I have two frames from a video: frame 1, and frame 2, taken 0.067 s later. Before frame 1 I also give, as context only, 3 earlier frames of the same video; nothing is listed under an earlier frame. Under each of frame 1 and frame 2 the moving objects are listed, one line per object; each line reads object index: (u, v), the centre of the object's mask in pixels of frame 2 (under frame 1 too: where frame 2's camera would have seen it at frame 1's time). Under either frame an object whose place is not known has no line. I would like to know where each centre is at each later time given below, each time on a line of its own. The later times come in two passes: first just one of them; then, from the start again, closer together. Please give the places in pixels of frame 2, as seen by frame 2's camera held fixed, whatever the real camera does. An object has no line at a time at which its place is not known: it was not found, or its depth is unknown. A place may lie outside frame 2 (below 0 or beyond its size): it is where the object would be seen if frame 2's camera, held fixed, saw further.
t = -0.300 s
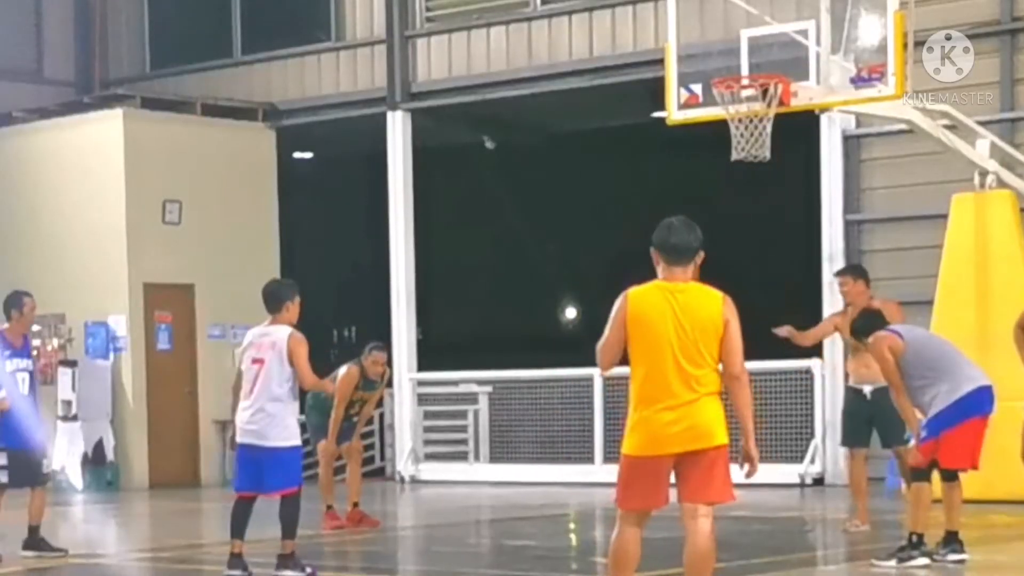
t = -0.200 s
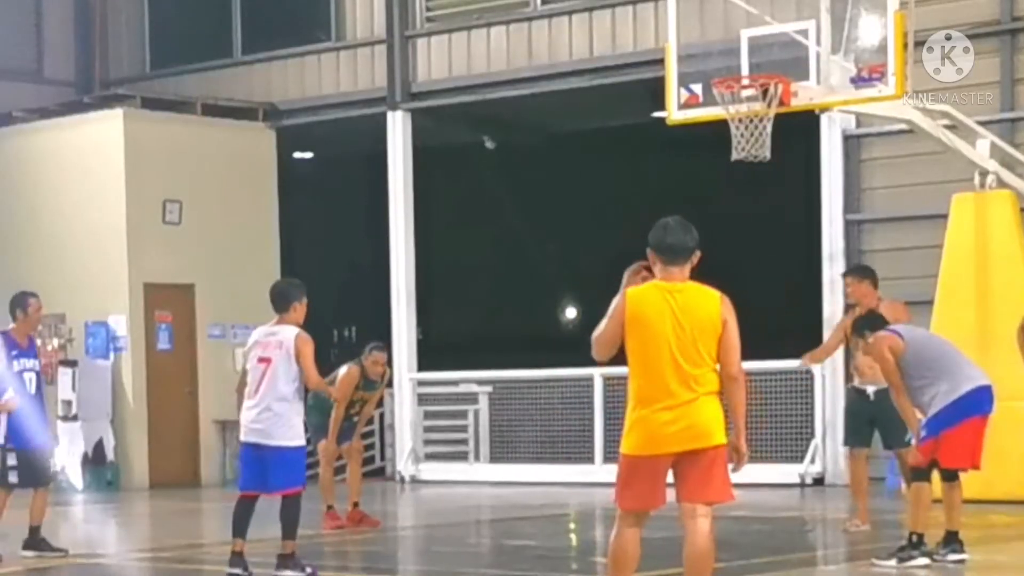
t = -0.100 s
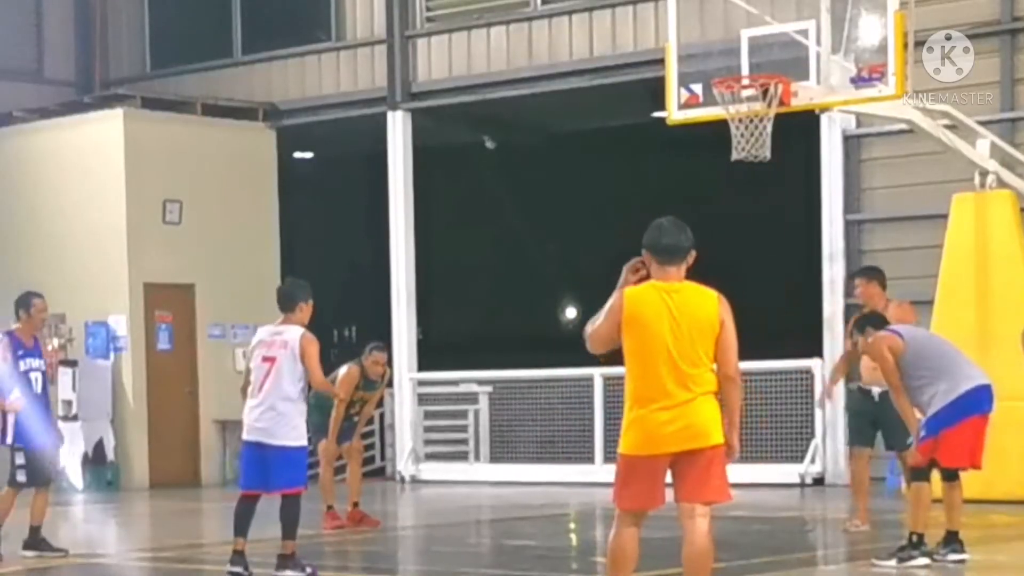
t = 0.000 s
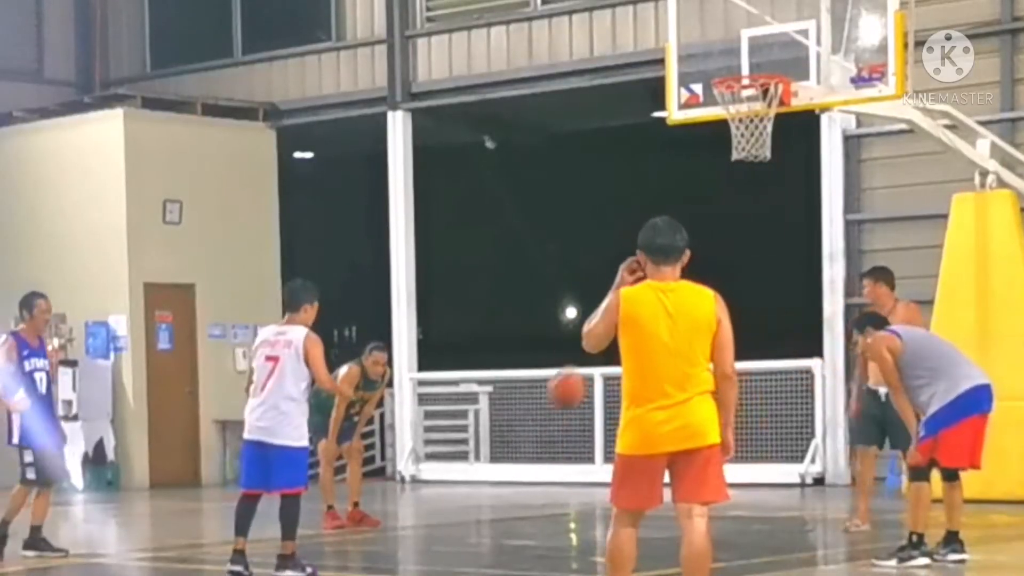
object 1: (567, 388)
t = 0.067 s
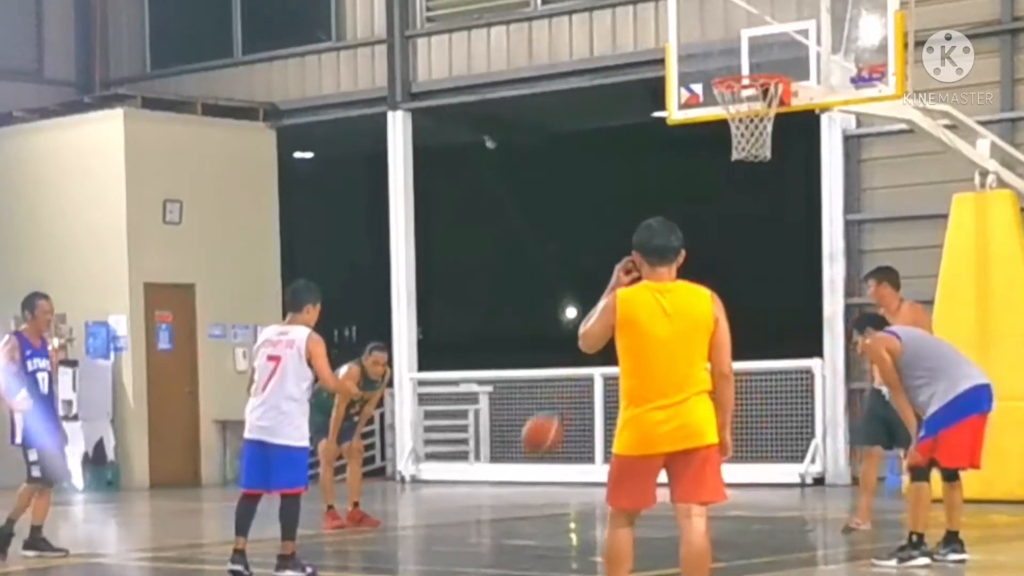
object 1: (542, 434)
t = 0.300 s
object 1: (473, 466)
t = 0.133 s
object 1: (517, 490)
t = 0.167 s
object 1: (504, 518)
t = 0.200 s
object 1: (494, 534)
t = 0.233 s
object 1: (486, 510)
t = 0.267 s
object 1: (480, 487)
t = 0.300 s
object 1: (473, 466)
